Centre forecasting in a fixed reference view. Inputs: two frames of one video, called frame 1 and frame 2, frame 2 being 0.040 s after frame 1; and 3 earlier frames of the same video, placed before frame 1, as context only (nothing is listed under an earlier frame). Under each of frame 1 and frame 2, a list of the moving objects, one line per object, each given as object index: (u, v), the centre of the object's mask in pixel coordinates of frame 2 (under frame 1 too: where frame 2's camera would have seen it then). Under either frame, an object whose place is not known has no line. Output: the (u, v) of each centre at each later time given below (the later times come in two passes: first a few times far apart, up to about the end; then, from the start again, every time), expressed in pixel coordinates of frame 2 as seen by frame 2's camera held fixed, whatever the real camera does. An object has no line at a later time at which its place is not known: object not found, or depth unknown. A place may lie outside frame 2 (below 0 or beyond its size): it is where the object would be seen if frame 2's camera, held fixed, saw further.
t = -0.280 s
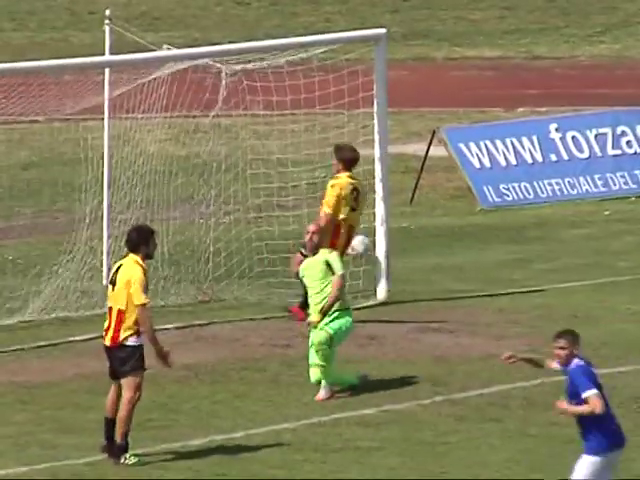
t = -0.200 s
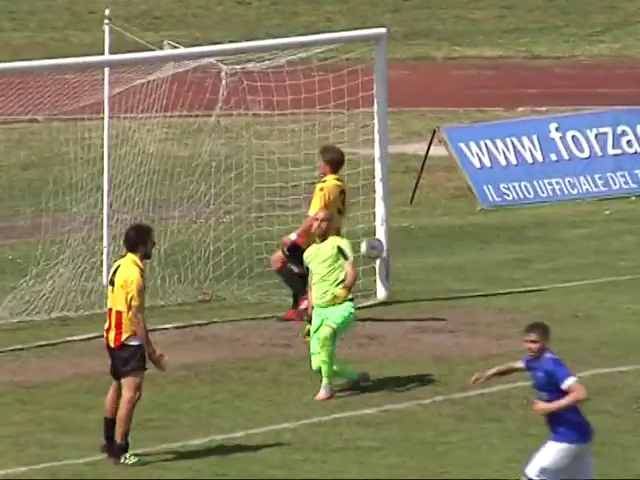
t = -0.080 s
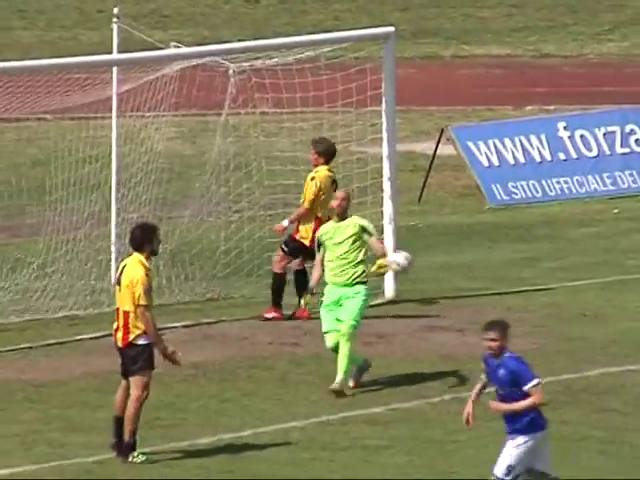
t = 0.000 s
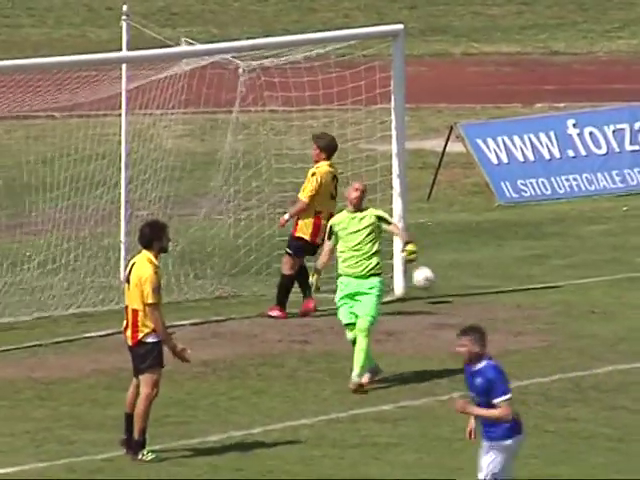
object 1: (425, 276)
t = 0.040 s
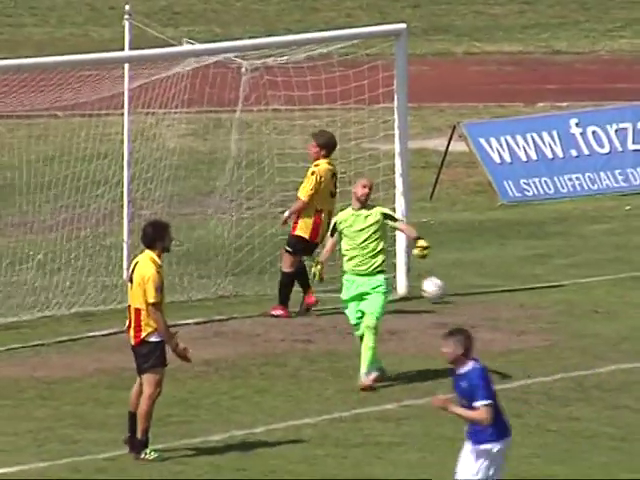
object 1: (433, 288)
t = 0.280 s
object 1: (485, 266)
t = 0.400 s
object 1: (511, 273)
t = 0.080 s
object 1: (442, 286)
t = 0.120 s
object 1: (450, 279)
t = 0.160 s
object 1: (459, 273)
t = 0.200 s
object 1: (468, 269)
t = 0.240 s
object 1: (476, 266)
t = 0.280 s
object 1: (485, 266)
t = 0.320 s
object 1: (494, 266)
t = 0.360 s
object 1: (503, 268)
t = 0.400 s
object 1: (511, 273)
